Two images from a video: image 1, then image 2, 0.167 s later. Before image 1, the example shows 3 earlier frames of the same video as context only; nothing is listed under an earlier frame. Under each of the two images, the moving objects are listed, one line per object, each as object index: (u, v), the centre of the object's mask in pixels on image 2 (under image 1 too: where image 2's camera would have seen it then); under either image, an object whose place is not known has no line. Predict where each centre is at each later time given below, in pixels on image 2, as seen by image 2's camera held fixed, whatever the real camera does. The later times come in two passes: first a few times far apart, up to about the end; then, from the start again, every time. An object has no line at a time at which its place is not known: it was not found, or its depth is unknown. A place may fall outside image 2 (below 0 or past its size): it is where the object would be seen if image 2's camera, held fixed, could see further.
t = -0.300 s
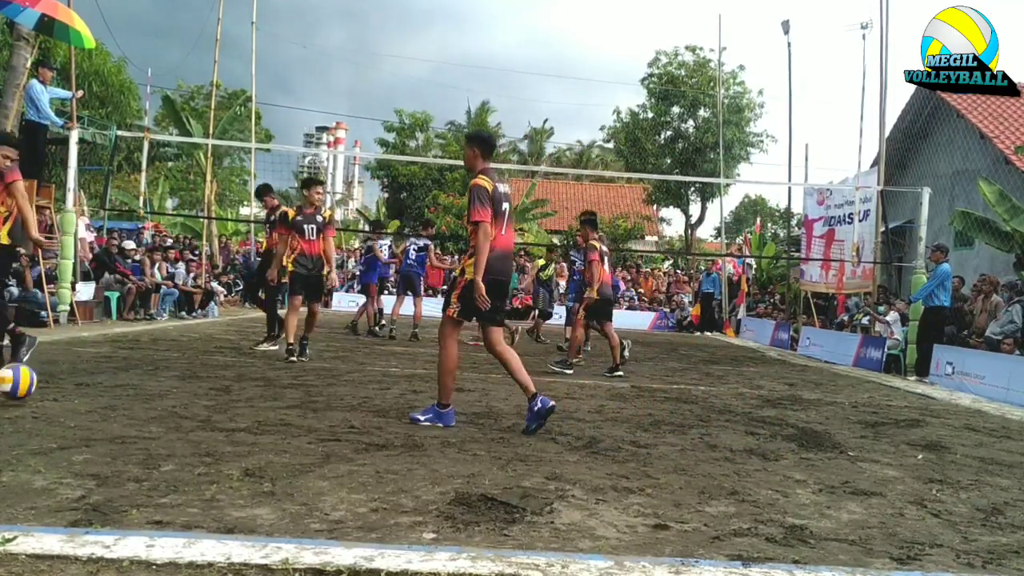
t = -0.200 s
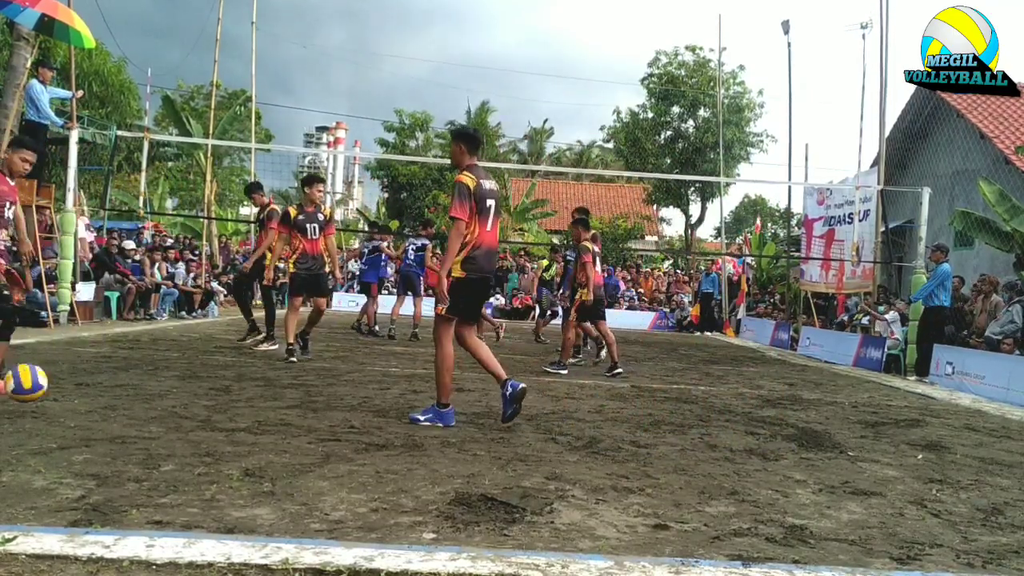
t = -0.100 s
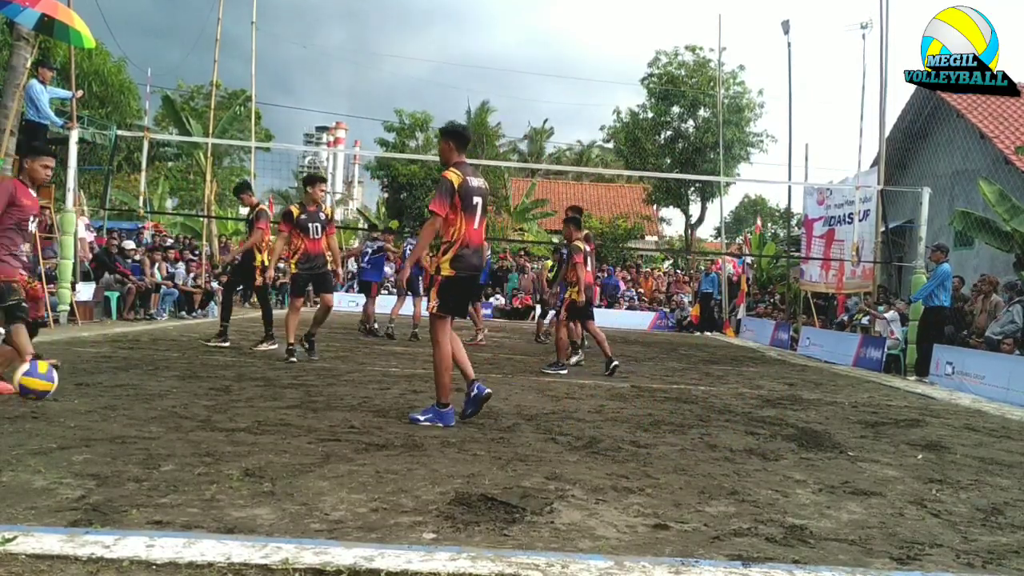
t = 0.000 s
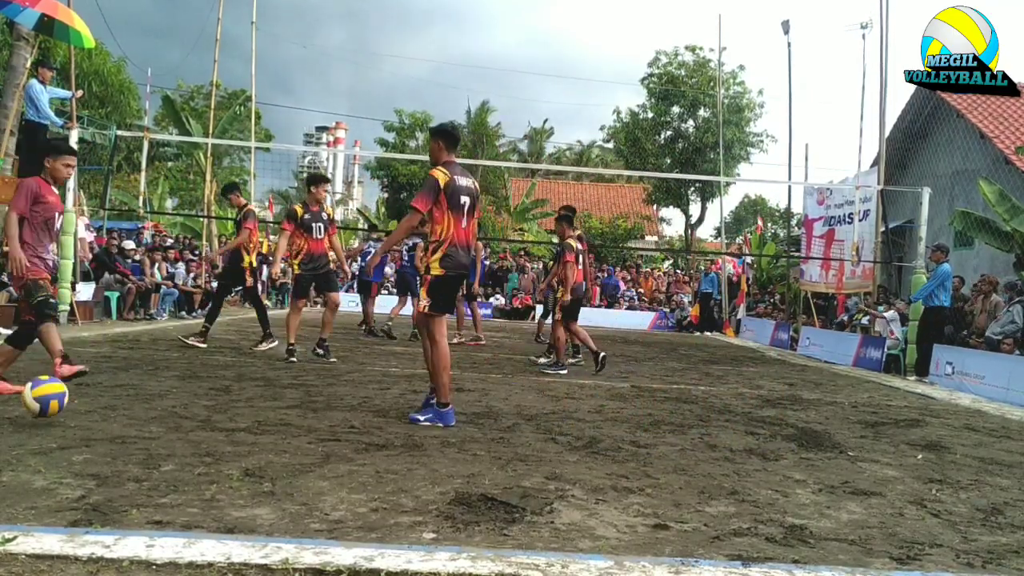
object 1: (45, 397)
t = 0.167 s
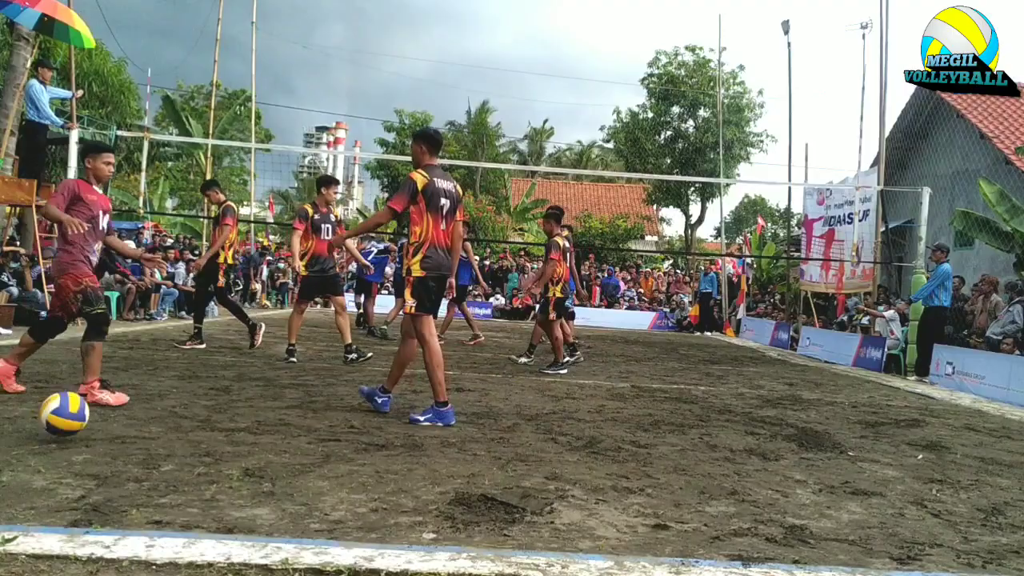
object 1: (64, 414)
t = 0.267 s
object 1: (78, 422)
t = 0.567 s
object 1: (125, 453)
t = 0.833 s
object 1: (176, 481)
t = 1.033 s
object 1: (226, 492)
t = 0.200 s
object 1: (69, 421)
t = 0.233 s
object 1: (73, 424)
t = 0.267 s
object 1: (78, 422)
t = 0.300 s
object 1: (83, 423)
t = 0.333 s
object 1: (88, 425)
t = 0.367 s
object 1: (93, 432)
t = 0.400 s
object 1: (98, 440)
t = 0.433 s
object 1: (103, 440)
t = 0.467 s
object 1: (108, 440)
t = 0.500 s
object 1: (114, 442)
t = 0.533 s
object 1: (119, 448)
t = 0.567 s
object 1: (125, 453)
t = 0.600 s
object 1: (131, 457)
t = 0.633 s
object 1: (137, 460)
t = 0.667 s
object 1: (143, 464)
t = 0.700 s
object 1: (149, 463)
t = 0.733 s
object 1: (156, 465)
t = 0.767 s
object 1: (162, 470)
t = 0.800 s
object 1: (169, 479)
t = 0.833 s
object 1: (176, 481)
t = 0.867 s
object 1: (183, 482)
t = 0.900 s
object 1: (190, 489)
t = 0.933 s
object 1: (198, 496)
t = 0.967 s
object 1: (206, 497)
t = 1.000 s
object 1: (215, 500)
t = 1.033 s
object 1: (226, 492)
